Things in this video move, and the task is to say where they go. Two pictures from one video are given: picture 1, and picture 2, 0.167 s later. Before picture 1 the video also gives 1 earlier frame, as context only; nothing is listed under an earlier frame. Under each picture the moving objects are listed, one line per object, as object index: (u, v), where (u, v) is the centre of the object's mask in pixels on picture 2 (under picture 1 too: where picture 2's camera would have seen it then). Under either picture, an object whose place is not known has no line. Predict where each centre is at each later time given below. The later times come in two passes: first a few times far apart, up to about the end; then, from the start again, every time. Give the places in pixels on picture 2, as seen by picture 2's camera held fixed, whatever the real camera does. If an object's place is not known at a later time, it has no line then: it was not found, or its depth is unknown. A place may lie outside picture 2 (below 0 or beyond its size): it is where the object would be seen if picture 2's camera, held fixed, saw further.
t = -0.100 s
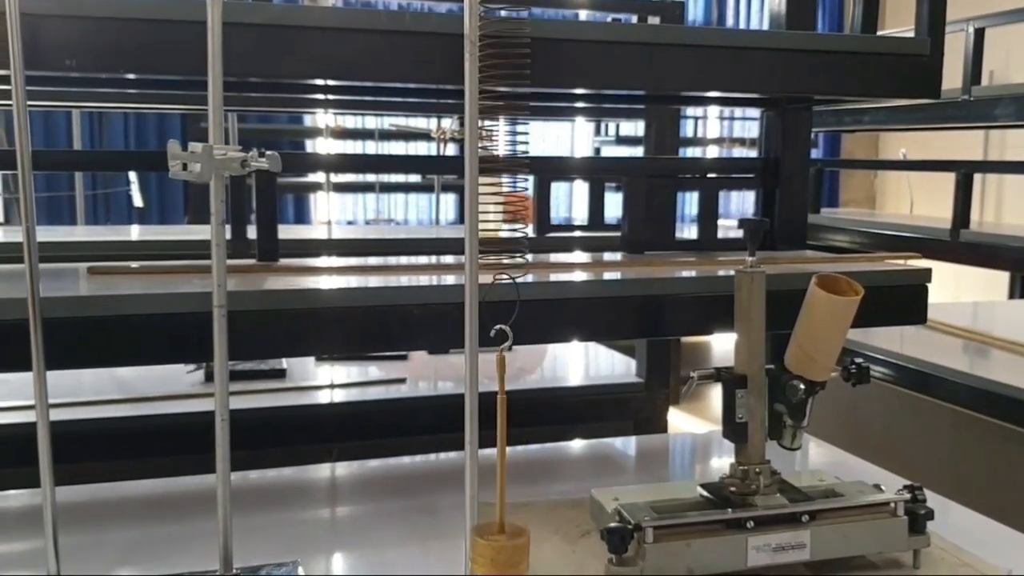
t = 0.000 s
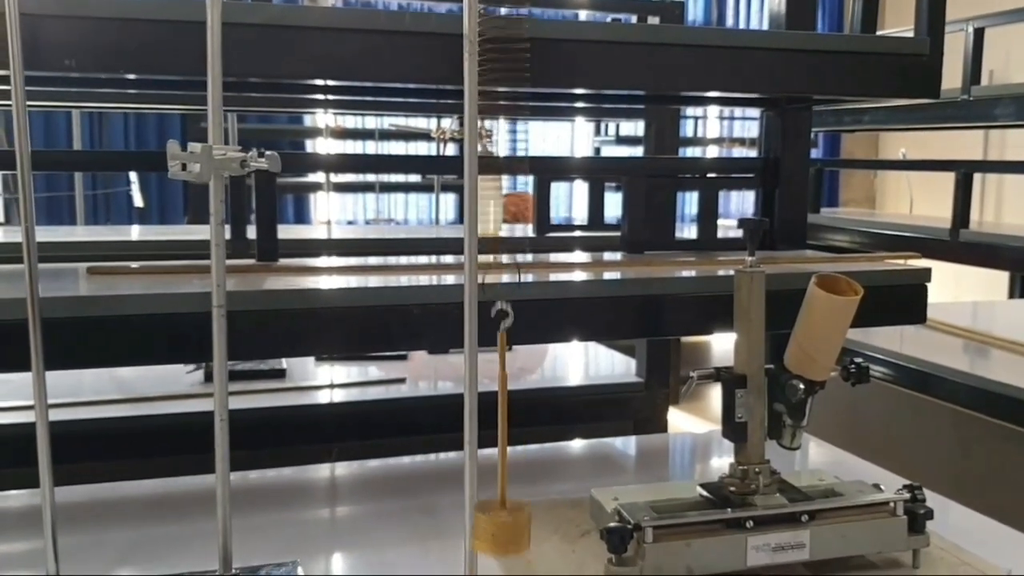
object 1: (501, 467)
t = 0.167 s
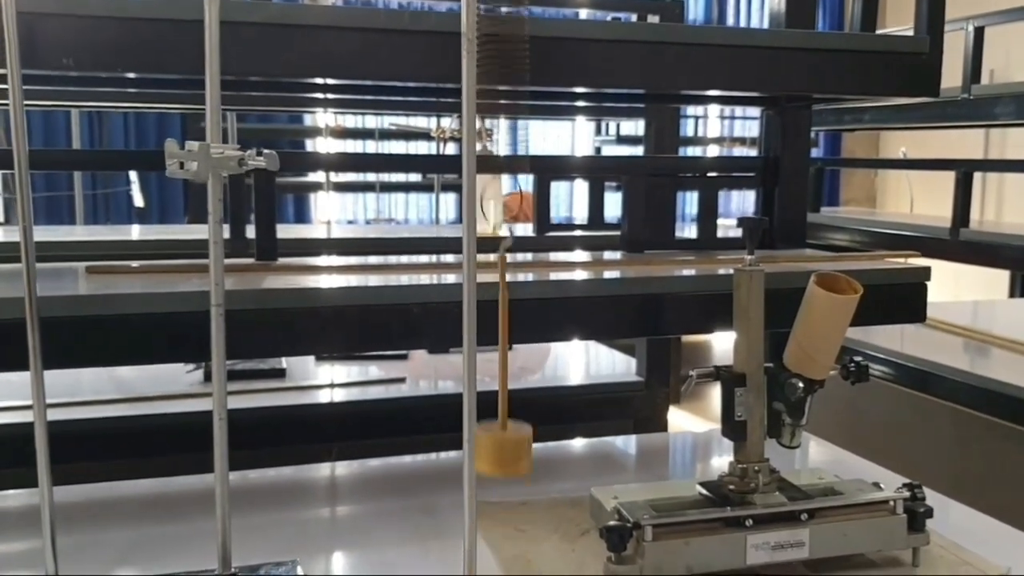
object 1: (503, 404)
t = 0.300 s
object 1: (503, 391)
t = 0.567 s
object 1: (499, 490)
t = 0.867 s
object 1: (497, 410)
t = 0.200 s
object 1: (503, 389)
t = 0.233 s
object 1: (503, 389)
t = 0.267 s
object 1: (503, 388)
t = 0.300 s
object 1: (503, 391)
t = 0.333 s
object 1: (502, 395)
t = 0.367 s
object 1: (502, 409)
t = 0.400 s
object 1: (502, 427)
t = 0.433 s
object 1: (501, 444)
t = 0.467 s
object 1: (501, 457)
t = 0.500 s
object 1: (500, 463)
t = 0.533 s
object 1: (499, 479)
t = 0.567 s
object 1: (499, 490)
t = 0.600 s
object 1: (498, 496)
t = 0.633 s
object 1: (497, 495)
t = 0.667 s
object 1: (497, 489)
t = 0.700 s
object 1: (497, 477)
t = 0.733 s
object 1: (497, 462)
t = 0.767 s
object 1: (497, 449)
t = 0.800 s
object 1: (496, 442)
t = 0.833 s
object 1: (497, 414)
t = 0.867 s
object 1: (497, 410)
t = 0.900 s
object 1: (497, 402)
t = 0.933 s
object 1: (497, 376)
